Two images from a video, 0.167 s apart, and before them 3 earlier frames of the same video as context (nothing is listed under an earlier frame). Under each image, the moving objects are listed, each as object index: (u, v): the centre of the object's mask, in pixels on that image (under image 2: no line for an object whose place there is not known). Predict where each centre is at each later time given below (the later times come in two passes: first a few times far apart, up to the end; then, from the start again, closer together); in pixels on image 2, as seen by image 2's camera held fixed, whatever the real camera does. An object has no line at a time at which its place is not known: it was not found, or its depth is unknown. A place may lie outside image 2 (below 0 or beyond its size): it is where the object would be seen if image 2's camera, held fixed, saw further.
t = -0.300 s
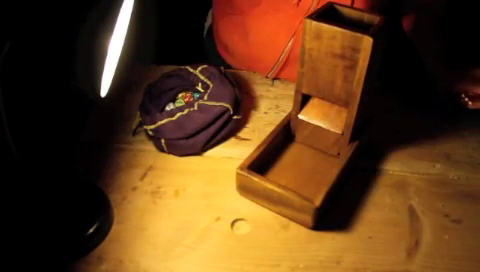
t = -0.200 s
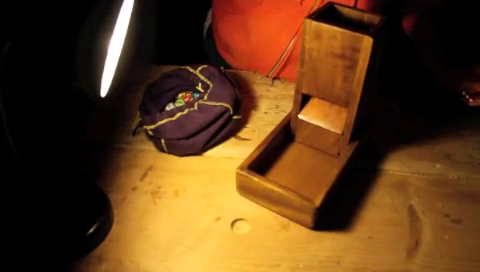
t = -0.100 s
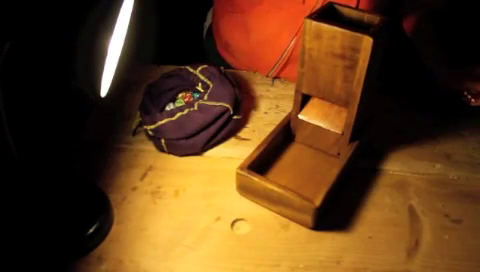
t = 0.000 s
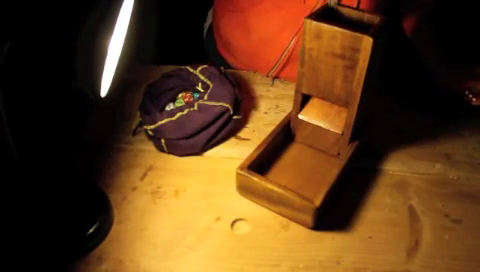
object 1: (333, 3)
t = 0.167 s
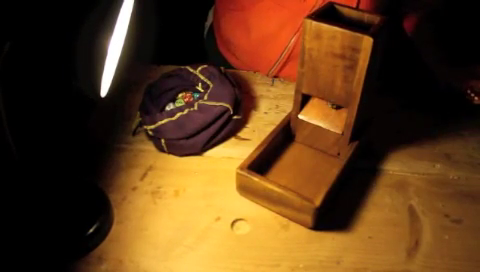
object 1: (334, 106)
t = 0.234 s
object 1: (319, 115)
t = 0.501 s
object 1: (276, 180)
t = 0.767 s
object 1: (293, 183)
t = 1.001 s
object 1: (293, 184)
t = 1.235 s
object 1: (293, 184)
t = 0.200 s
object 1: (328, 107)
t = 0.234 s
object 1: (319, 115)
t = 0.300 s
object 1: (299, 147)
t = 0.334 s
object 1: (286, 154)
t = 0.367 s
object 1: (277, 159)
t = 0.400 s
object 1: (271, 166)
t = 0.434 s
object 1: (271, 175)
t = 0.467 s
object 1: (269, 178)
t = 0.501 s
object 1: (276, 180)
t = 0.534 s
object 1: (278, 180)
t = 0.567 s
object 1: (281, 181)
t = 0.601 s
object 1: (286, 182)
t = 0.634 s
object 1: (289, 182)
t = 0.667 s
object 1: (290, 182)
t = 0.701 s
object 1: (292, 183)
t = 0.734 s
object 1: (293, 183)
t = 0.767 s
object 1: (293, 183)
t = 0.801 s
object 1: (293, 184)
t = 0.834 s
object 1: (294, 184)
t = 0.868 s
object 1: (293, 184)
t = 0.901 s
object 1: (293, 184)
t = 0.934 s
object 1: (293, 184)
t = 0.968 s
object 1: (293, 184)
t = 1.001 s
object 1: (293, 184)
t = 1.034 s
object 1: (293, 184)
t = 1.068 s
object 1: (293, 184)
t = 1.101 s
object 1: (293, 184)
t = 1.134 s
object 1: (293, 184)
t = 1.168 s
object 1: (293, 184)
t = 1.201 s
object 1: (293, 184)
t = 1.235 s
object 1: (293, 184)
